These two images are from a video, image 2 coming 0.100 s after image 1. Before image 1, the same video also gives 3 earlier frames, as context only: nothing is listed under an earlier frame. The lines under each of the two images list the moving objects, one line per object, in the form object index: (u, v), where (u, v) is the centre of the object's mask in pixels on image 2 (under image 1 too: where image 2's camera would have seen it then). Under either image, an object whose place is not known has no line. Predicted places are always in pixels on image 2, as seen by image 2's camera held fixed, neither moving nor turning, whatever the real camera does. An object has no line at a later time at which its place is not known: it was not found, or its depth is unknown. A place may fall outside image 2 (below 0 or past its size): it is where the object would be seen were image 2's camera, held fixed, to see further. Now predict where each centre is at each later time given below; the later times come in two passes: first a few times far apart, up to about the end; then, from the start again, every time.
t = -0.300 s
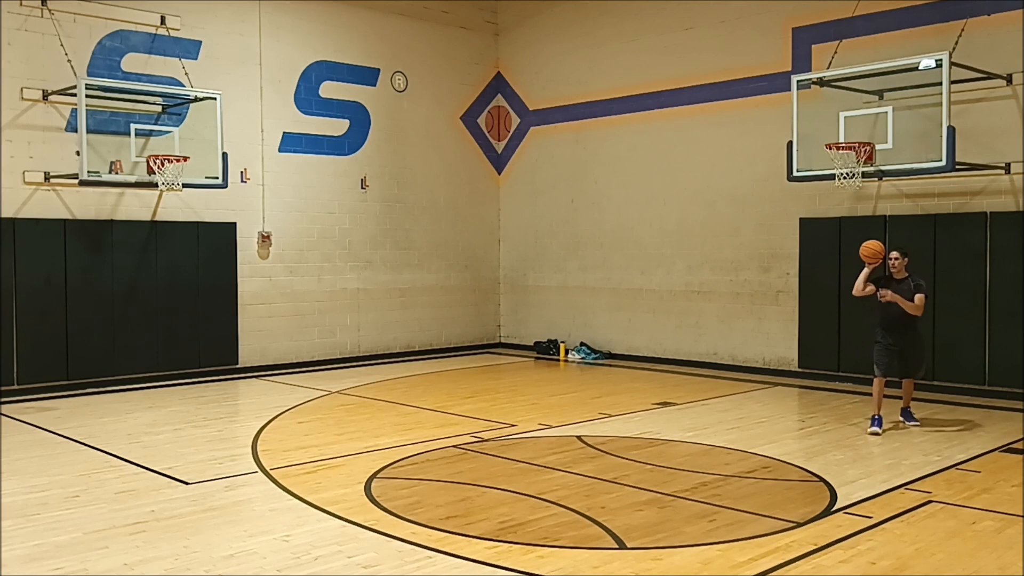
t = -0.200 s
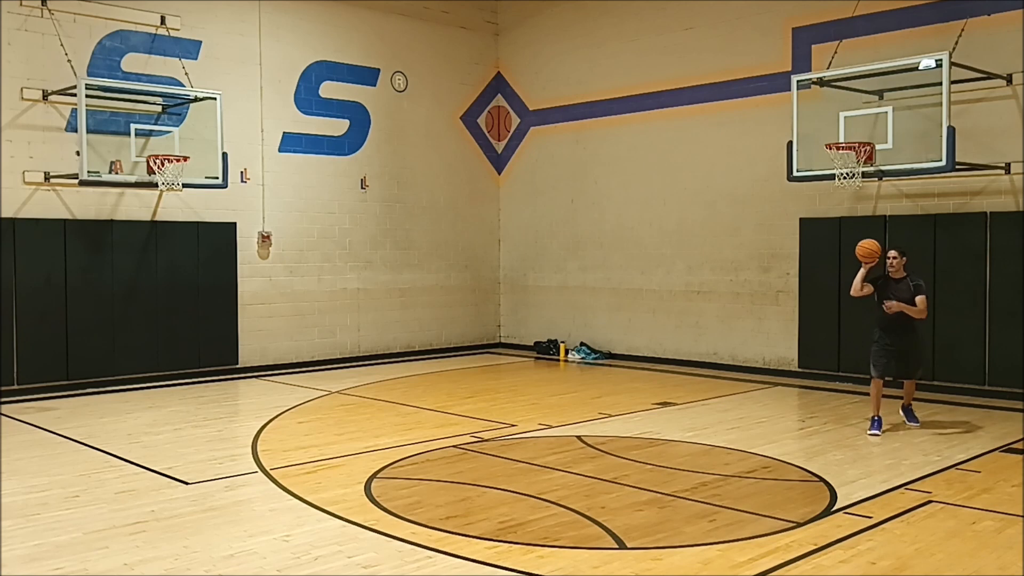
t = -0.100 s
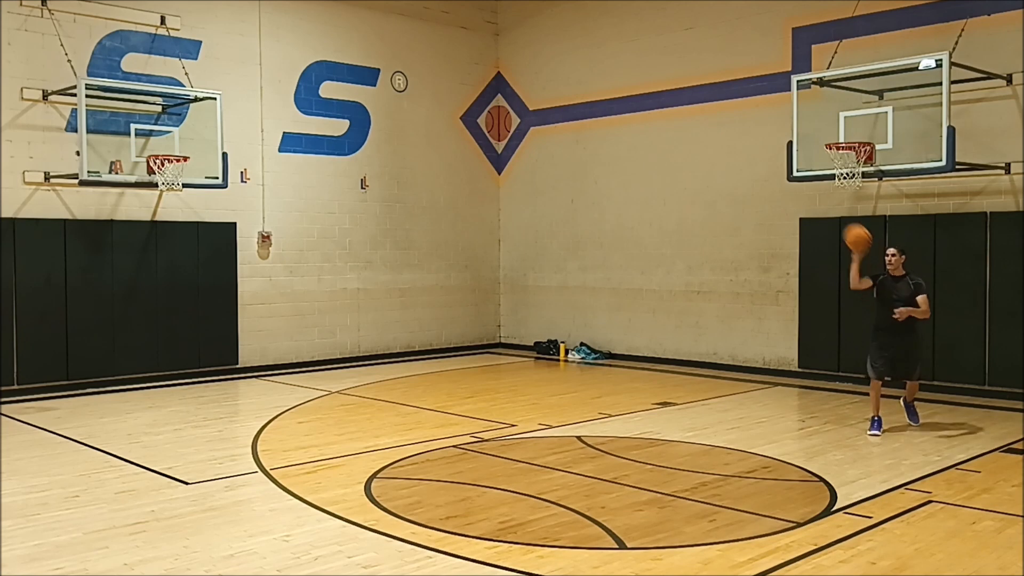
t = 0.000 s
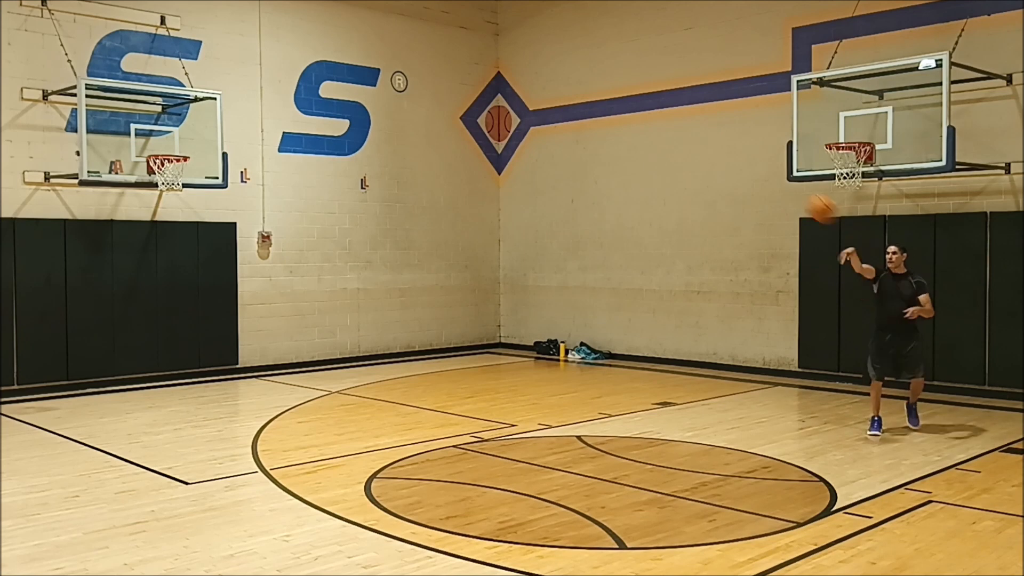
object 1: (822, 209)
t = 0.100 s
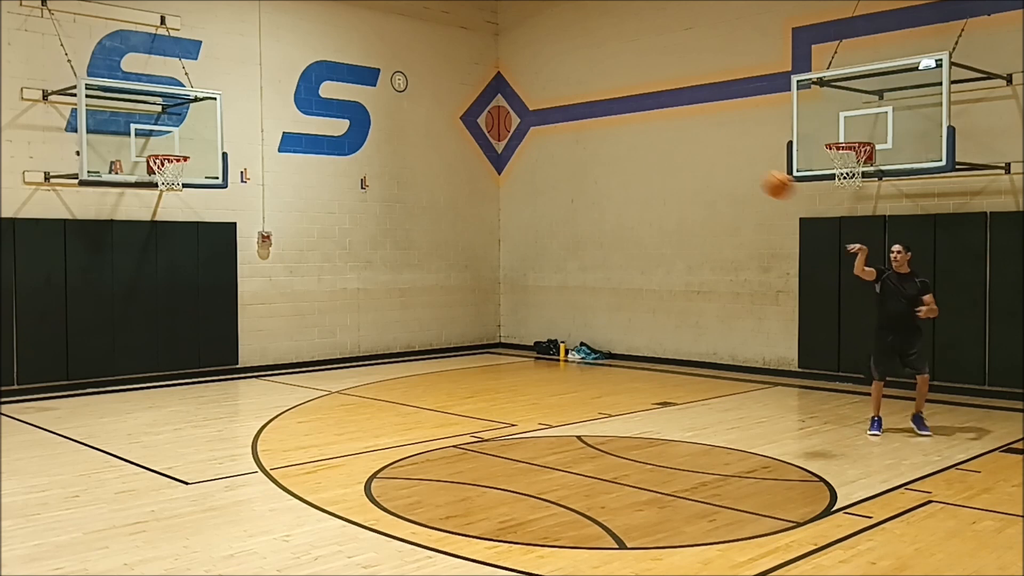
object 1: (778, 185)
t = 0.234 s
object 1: (714, 168)
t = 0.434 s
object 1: (599, 179)
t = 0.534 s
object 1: (532, 206)
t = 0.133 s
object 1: (762, 179)
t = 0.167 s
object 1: (746, 174)
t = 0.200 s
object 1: (729, 170)
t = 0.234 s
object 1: (714, 168)
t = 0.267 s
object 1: (696, 166)
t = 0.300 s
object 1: (677, 166)
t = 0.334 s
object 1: (659, 167)
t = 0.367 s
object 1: (640, 170)
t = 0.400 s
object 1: (620, 174)
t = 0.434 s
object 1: (599, 179)
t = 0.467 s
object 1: (578, 187)
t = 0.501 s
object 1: (555, 196)
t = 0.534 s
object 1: (532, 206)
